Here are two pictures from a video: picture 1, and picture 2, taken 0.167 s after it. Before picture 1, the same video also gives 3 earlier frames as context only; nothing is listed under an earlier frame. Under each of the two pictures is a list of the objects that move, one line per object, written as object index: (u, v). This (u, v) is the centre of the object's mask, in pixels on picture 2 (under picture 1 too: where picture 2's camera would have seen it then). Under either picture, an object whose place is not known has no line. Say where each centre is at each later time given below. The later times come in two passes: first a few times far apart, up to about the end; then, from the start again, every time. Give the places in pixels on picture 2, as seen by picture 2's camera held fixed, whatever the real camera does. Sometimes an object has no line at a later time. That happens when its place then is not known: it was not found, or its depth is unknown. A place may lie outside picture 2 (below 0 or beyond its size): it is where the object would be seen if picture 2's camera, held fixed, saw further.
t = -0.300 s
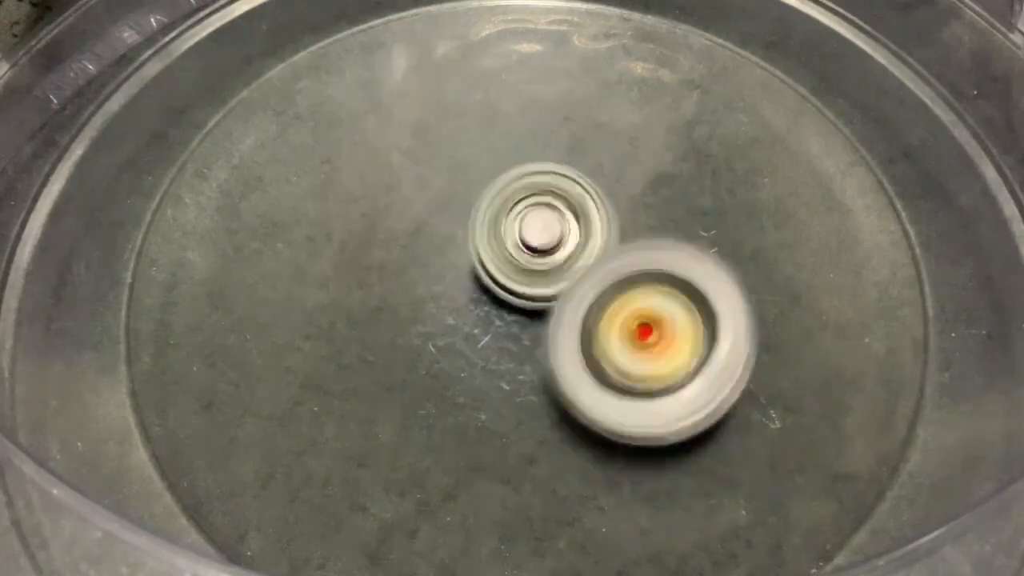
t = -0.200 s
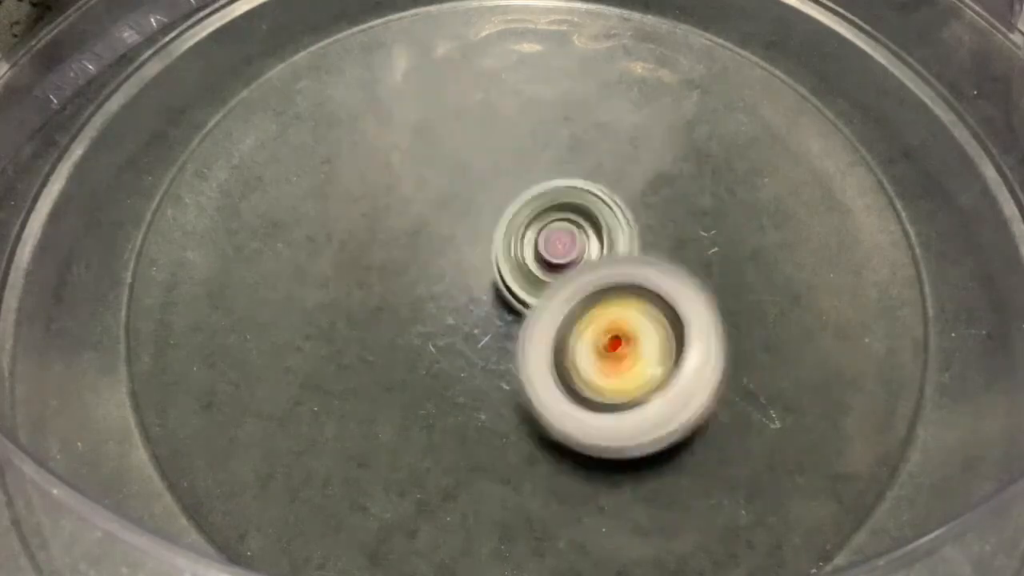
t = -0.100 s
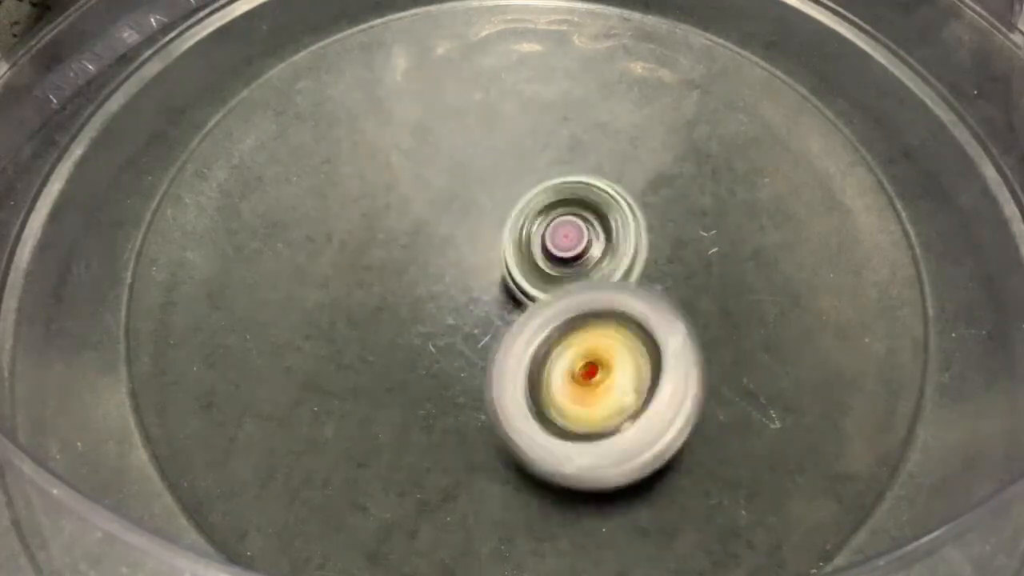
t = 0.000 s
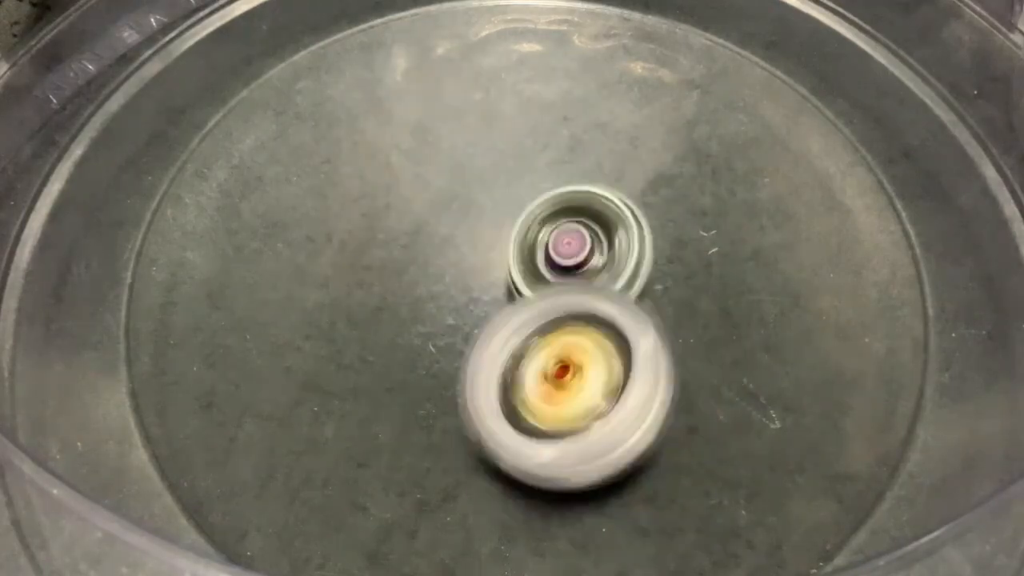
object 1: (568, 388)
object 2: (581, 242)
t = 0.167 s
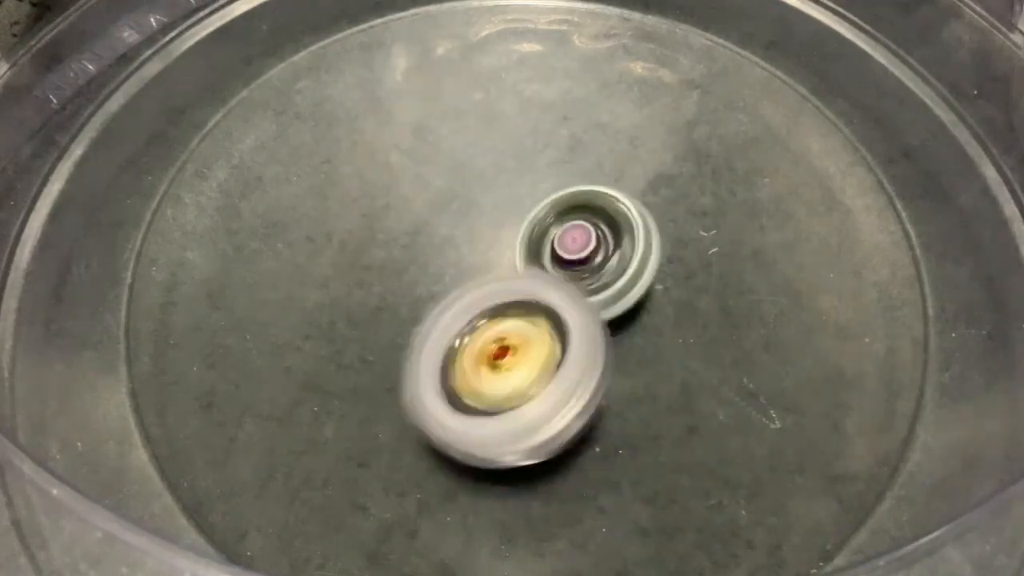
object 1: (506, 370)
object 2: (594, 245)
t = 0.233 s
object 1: (483, 362)
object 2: (592, 250)
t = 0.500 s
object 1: (317, 413)
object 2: (620, 214)
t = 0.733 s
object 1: (436, 393)
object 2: (545, 265)
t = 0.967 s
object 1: (477, 451)
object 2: (553, 211)
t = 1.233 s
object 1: (491, 385)
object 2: (504, 243)
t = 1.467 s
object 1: (455, 384)
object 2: (525, 192)
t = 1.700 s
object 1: (435, 331)
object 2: (540, 202)
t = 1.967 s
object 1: (418, 277)
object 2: (563, 217)
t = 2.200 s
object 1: (415, 214)
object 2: (582, 252)
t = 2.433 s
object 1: (453, 143)
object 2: (592, 290)
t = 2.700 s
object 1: (525, 161)
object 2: (569, 315)
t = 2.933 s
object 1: (596, 174)
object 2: (531, 344)
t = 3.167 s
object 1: (627, 177)
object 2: (473, 338)
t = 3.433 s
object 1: (569, 184)
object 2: (469, 307)
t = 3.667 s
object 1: (629, 193)
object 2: (469, 281)
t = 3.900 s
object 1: (652, 218)
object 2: (497, 270)
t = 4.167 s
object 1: (684, 252)
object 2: (509, 262)
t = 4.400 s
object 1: (720, 278)
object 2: (503, 278)
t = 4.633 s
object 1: (678, 303)
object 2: (504, 295)
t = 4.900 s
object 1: (829, 413)
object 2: (435, 271)
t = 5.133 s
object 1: (717, 462)
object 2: (462, 285)
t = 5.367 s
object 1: (465, 402)
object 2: (482, 266)
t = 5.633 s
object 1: (269, 343)
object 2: (521, 239)
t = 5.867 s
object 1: (340, 253)
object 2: (538, 250)
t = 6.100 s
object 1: (426, 170)
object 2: (602, 276)
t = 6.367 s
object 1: (507, 154)
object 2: (584, 309)
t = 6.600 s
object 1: (486, 130)
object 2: (546, 345)
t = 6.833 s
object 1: (524, 178)
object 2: (515, 319)
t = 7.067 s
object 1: (629, 173)
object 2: (494, 316)
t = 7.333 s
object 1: (661, 278)
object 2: (473, 265)
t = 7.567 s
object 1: (593, 364)
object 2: (496, 247)
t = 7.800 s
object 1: (466, 340)
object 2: (545, 234)
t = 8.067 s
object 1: (401, 253)
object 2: (579, 248)
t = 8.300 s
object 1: (385, 125)
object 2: (760, 309)
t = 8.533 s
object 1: (514, 175)
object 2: (780, 235)
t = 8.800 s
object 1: (512, 306)
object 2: (668, 241)
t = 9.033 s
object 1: (370, 347)
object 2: (562, 276)
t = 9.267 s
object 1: (340, 325)
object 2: (509, 343)
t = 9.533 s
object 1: (486, 209)
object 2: (556, 344)
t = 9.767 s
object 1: (580, 75)
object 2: (543, 304)
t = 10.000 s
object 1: (556, 139)
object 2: (466, 252)
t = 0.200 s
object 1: (493, 368)
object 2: (593, 247)
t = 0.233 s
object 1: (483, 362)
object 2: (592, 250)
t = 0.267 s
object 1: (475, 354)
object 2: (591, 253)
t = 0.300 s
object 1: (464, 350)
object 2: (592, 253)
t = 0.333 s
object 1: (422, 363)
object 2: (606, 239)
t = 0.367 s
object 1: (385, 377)
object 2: (621, 222)
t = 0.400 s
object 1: (358, 387)
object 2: (630, 212)
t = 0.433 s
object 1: (337, 398)
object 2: (632, 208)
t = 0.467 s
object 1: (324, 405)
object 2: (628, 209)
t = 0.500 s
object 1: (317, 413)
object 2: (620, 214)
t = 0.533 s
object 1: (319, 417)
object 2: (610, 221)
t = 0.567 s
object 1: (327, 419)
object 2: (598, 230)
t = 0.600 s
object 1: (341, 420)
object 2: (585, 238)
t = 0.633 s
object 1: (359, 418)
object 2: (572, 247)
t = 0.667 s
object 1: (382, 412)
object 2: (561, 255)
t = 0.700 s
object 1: (408, 403)
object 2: (551, 262)
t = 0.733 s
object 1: (436, 393)
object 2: (545, 265)
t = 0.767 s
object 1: (460, 387)
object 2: (541, 263)
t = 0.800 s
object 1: (462, 403)
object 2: (543, 251)
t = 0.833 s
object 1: (467, 418)
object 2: (551, 231)
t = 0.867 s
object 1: (470, 432)
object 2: (556, 218)
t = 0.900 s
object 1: (472, 442)
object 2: (559, 211)
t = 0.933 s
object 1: (475, 448)
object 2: (558, 209)
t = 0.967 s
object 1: (477, 451)
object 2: (553, 211)
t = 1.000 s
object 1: (479, 451)
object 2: (547, 214)
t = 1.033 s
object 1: (480, 449)
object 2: (540, 218)
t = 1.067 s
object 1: (481, 443)
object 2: (533, 223)
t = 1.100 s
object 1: (482, 436)
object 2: (526, 228)
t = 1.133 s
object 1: (484, 425)
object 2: (519, 234)
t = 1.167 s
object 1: (486, 413)
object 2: (513, 238)
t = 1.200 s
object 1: (488, 399)
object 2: (508, 242)
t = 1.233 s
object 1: (491, 385)
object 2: (504, 243)
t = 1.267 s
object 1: (492, 373)
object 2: (500, 241)
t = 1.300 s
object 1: (481, 387)
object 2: (506, 224)
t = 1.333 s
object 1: (472, 396)
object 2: (513, 205)
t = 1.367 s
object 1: (465, 396)
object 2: (519, 193)
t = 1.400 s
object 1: (460, 394)
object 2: (523, 188)
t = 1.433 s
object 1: (457, 390)
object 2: (524, 188)
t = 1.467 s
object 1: (455, 384)
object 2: (525, 192)
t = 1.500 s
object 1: (453, 376)
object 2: (524, 196)
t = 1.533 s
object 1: (453, 367)
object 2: (522, 201)
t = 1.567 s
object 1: (454, 357)
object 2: (521, 206)
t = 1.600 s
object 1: (457, 346)
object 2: (519, 211)
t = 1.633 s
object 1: (459, 335)
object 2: (520, 213)
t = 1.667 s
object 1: (447, 333)
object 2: (529, 209)
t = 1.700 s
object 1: (435, 331)
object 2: (540, 202)
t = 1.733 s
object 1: (427, 327)
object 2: (550, 199)
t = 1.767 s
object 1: (421, 322)
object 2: (554, 198)
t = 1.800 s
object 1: (419, 315)
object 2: (557, 200)
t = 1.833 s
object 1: (419, 308)
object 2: (557, 204)
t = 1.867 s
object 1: (420, 301)
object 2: (556, 208)
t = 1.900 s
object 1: (424, 293)
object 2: (557, 212)
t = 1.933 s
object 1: (422, 285)
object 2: (559, 215)
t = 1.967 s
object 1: (418, 277)
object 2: (563, 217)
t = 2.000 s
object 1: (415, 270)
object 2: (567, 221)
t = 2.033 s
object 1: (412, 262)
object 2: (570, 225)
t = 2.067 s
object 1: (410, 254)
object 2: (574, 230)
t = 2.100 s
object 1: (410, 245)
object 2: (576, 235)
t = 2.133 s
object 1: (409, 236)
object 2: (580, 240)
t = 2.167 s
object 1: (410, 225)
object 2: (581, 246)
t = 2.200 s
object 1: (415, 214)
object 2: (582, 252)
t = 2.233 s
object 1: (419, 203)
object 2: (583, 257)
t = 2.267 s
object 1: (425, 191)
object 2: (583, 262)
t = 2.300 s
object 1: (432, 182)
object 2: (581, 267)
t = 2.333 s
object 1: (443, 175)
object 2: (580, 271)
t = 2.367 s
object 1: (447, 163)
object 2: (585, 277)
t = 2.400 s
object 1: (449, 152)
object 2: (589, 284)
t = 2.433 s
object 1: (453, 143)
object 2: (592, 290)
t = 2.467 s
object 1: (456, 137)
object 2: (591, 294)
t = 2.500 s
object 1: (463, 134)
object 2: (589, 297)
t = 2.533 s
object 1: (471, 133)
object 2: (586, 299)
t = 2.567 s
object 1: (479, 135)
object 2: (582, 300)
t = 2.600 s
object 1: (487, 140)
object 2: (578, 301)
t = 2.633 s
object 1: (499, 149)
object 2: (574, 302)
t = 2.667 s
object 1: (515, 159)
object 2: (570, 305)
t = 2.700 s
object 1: (525, 161)
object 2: (569, 315)
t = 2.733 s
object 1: (536, 166)
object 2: (564, 323)
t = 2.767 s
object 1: (551, 172)
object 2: (559, 330)
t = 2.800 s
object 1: (564, 167)
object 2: (552, 341)
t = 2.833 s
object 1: (576, 165)
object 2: (546, 347)
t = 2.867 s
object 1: (584, 166)
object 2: (540, 349)
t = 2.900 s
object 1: (592, 168)
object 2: (535, 347)
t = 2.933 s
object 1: (596, 174)
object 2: (531, 344)
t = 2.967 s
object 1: (598, 183)
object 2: (527, 342)
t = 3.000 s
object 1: (599, 193)
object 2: (524, 338)
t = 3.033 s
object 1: (601, 202)
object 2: (515, 339)
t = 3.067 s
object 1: (614, 195)
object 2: (497, 343)
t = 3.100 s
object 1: (623, 188)
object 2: (485, 344)
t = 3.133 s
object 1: (627, 182)
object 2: (477, 342)
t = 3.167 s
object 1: (627, 177)
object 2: (473, 338)
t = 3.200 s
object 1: (624, 171)
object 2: (471, 334)
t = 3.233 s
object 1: (618, 170)
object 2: (471, 330)
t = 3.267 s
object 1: (608, 169)
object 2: (473, 324)
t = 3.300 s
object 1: (597, 170)
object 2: (475, 320)
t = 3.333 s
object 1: (584, 175)
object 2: (476, 314)
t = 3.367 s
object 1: (569, 182)
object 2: (478, 309)
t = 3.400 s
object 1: (565, 182)
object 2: (475, 307)
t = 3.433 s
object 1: (569, 184)
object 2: (469, 307)
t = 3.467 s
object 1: (574, 186)
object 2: (465, 304)
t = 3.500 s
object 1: (578, 189)
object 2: (464, 299)
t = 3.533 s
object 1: (582, 192)
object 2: (465, 295)
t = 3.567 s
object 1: (588, 196)
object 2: (467, 290)
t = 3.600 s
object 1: (603, 194)
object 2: (465, 287)
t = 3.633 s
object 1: (617, 193)
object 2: (465, 284)
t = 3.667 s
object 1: (629, 193)
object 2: (469, 281)
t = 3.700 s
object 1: (639, 195)
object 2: (475, 278)
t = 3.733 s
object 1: (645, 198)
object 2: (482, 276)
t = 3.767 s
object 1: (648, 203)
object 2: (489, 272)
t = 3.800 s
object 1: (647, 209)
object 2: (494, 271)
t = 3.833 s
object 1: (647, 213)
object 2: (496, 271)
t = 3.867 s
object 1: (649, 216)
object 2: (496, 271)
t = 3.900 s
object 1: (652, 218)
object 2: (497, 270)
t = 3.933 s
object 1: (653, 220)
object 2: (499, 270)
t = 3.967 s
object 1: (657, 224)
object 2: (500, 268)
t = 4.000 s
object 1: (661, 227)
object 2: (502, 266)
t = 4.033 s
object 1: (667, 231)
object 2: (503, 264)
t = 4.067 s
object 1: (669, 236)
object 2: (505, 263)
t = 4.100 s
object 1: (671, 240)
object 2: (508, 263)
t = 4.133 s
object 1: (678, 246)
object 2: (508, 262)
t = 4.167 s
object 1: (684, 252)
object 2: (509, 262)
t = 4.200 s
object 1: (686, 257)
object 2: (512, 263)
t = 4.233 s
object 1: (683, 262)
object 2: (515, 265)
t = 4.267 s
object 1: (693, 267)
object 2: (510, 265)
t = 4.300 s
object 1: (707, 271)
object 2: (500, 266)
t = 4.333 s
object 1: (716, 274)
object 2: (497, 269)
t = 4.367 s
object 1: (721, 276)
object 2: (499, 273)
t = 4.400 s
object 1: (720, 278)
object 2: (503, 278)
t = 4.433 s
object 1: (716, 280)
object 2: (508, 282)
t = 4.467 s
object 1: (707, 282)
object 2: (514, 286)
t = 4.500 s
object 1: (696, 285)
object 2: (518, 289)
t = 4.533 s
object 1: (692, 289)
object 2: (515, 291)
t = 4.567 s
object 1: (687, 293)
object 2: (511, 292)
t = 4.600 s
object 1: (684, 298)
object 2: (506, 294)
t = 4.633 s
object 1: (678, 303)
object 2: (504, 295)
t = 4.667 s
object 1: (697, 317)
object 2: (485, 290)
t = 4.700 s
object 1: (728, 334)
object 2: (460, 280)
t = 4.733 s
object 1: (755, 347)
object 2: (442, 271)
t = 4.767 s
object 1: (780, 361)
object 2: (431, 266)
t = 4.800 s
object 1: (798, 373)
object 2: (429, 264)
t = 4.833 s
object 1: (815, 387)
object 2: (430, 266)
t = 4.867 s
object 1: (824, 400)
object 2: (432, 268)
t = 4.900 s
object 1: (829, 413)
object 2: (435, 271)
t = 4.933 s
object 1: (830, 426)
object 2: (439, 274)
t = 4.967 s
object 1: (825, 436)
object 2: (443, 276)
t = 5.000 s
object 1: (812, 445)
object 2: (447, 279)
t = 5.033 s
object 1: (795, 452)
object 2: (452, 281)
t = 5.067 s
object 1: (772, 457)
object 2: (455, 283)
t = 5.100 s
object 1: (747, 461)
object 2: (459, 284)
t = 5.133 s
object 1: (717, 462)
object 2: (462, 285)
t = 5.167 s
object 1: (683, 461)
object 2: (465, 285)
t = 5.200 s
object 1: (647, 456)
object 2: (468, 285)
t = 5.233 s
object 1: (611, 450)
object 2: (470, 284)
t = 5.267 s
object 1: (576, 440)
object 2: (473, 283)
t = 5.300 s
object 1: (537, 429)
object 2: (475, 281)
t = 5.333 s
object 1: (502, 419)
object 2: (478, 278)
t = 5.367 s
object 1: (465, 402)
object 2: (482, 266)
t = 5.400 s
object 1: (433, 393)
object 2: (488, 263)
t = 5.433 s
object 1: (396, 390)
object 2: (497, 252)
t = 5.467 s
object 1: (366, 388)
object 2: (503, 242)
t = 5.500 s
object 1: (337, 383)
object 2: (509, 237)
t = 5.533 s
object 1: (315, 374)
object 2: (512, 235)
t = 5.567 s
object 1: (295, 366)
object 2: (515, 236)
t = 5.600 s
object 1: (279, 355)
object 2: (518, 237)
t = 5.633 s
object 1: (269, 343)
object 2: (521, 239)
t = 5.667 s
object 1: (266, 330)
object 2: (523, 241)
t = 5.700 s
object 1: (267, 318)
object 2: (526, 242)
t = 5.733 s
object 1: (274, 306)
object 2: (529, 243)
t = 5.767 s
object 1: (286, 292)
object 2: (532, 245)
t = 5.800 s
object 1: (300, 279)
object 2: (533, 246)
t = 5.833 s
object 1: (318, 266)
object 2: (536, 248)
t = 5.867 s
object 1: (340, 253)
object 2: (538, 250)
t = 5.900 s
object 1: (366, 242)
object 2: (541, 253)
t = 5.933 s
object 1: (382, 224)
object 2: (556, 256)
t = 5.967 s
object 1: (382, 211)
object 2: (577, 261)
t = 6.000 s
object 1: (392, 199)
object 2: (590, 266)
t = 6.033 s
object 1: (402, 185)
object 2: (598, 269)
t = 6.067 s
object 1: (413, 177)
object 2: (601, 273)
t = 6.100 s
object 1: (426, 170)
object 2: (602, 276)
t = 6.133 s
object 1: (445, 165)
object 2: (600, 279)
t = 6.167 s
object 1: (462, 162)
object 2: (598, 281)
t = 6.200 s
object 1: (480, 162)
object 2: (595, 282)
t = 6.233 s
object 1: (488, 159)
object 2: (596, 290)
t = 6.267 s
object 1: (494, 153)
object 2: (596, 298)
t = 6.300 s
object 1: (500, 148)
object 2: (594, 304)
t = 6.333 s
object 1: (504, 149)
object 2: (589, 308)
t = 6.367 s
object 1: (507, 154)
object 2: (584, 309)
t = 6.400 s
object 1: (509, 161)
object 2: (577, 309)
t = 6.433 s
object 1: (511, 167)
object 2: (572, 314)
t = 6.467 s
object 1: (507, 155)
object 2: (569, 329)
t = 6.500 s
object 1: (503, 144)
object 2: (564, 340)
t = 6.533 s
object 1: (496, 136)
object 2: (559, 345)
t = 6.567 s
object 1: (490, 131)
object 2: (553, 346)
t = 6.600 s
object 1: (486, 130)
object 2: (546, 345)
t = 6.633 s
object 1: (486, 129)
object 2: (541, 343)
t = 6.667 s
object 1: (485, 133)
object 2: (537, 339)
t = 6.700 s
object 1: (491, 139)
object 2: (532, 335)
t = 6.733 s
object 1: (493, 148)
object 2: (528, 331)
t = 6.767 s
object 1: (504, 156)
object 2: (524, 326)
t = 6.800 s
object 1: (512, 168)
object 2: (519, 321)
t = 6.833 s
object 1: (524, 178)
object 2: (515, 319)
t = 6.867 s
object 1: (539, 172)
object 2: (508, 328)
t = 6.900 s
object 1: (557, 165)
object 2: (501, 335)
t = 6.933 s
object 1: (573, 160)
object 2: (498, 335)
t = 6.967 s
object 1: (591, 157)
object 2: (494, 332)
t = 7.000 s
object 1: (606, 161)
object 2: (492, 326)
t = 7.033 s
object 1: (619, 165)
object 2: (492, 322)
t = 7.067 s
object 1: (629, 173)
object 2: (494, 316)
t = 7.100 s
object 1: (637, 181)
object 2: (497, 309)
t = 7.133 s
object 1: (641, 193)
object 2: (497, 302)
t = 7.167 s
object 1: (645, 205)
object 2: (497, 297)
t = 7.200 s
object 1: (644, 220)
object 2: (497, 290)
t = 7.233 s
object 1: (651, 234)
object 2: (494, 280)
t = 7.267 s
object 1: (659, 251)
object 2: (484, 274)
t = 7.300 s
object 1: (662, 263)
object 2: (474, 270)
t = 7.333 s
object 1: (661, 278)
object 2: (473, 265)
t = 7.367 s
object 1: (660, 293)
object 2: (475, 261)
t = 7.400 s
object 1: (653, 307)
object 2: (477, 256)
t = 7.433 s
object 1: (644, 318)
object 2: (481, 255)
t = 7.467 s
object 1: (636, 326)
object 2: (487, 254)
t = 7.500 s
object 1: (623, 342)
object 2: (491, 252)
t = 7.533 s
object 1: (610, 355)
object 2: (494, 249)
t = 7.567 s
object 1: (593, 364)
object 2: (496, 247)
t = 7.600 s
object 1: (575, 367)
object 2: (501, 241)
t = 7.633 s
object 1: (560, 368)
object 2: (506, 237)
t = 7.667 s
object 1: (543, 367)
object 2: (512, 232)
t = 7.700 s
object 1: (522, 365)
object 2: (520, 228)
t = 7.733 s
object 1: (502, 360)
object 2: (528, 226)
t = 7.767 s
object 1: (483, 350)
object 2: (538, 229)
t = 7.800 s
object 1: (466, 340)
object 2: (545, 234)
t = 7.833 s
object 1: (443, 331)
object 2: (550, 234)
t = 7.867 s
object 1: (429, 323)
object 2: (555, 236)
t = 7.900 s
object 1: (418, 315)
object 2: (561, 235)
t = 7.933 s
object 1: (410, 307)
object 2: (563, 235)
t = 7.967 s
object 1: (404, 295)
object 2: (568, 238)
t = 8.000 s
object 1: (401, 278)
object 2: (573, 240)
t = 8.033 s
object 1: (400, 266)
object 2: (576, 243)
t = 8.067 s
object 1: (401, 253)
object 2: (579, 248)
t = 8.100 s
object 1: (404, 243)
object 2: (580, 252)
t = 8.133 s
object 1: (411, 230)
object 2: (580, 255)
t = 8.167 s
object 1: (408, 207)
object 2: (598, 264)
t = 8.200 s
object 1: (388, 179)
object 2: (644, 281)
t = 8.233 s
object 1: (371, 153)
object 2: (687, 292)
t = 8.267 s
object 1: (376, 133)
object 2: (725, 305)
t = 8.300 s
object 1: (385, 125)
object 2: (760, 309)
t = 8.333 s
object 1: (397, 125)
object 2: (789, 311)
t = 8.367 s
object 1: (414, 126)
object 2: (812, 304)
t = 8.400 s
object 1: (426, 129)
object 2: (823, 292)
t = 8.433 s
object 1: (444, 135)
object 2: (825, 278)
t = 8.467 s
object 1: (467, 144)
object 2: (817, 261)
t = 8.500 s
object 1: (487, 158)
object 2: (801, 247)
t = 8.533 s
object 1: (514, 175)
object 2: (780, 235)
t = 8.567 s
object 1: (542, 194)
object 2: (757, 226)
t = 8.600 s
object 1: (566, 214)
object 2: (731, 221)
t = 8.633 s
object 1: (568, 235)
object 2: (724, 219)
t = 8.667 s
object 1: (555, 249)
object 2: (717, 221)
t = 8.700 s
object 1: (540, 265)
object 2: (711, 226)
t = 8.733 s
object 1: (533, 278)
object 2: (699, 229)
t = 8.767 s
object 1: (520, 299)
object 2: (685, 234)
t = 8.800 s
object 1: (512, 306)
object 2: (668, 241)
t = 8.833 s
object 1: (503, 318)
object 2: (651, 246)
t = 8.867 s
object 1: (493, 323)
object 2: (631, 253)
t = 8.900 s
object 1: (475, 328)
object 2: (611, 260)
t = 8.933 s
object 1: (451, 330)
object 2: (593, 264)
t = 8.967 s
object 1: (422, 338)
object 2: (582, 268)
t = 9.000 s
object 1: (390, 345)
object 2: (570, 271)
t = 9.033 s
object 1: (370, 347)
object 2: (562, 276)
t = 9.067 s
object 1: (349, 354)
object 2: (550, 283)
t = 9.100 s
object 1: (338, 348)
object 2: (538, 290)
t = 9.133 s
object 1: (332, 348)
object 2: (528, 302)
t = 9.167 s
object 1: (335, 342)
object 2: (517, 313)
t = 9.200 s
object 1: (339, 340)
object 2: (510, 322)
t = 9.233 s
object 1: (343, 338)
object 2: (507, 333)
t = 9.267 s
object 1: (340, 325)
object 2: (509, 343)
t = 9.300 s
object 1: (346, 317)
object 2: (512, 351)
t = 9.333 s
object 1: (363, 305)
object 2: (525, 357)
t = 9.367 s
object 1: (371, 294)
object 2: (533, 360)
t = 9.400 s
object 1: (383, 278)
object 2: (538, 359)
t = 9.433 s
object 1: (407, 264)
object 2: (544, 354)
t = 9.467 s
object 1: (429, 246)
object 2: (550, 349)
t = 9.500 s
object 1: (461, 231)
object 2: (552, 345)
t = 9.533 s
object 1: (486, 209)
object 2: (556, 344)
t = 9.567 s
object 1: (517, 179)
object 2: (559, 345)
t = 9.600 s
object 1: (543, 155)
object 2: (562, 345)
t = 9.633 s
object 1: (558, 136)
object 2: (563, 341)
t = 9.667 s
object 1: (577, 108)
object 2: (562, 334)
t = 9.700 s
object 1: (582, 89)
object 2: (560, 326)
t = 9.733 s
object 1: (581, 79)
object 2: (553, 316)
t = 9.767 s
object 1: (580, 75)
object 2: (543, 304)
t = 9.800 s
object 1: (577, 77)
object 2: (533, 291)
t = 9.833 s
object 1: (572, 81)
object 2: (516, 275)
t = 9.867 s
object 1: (568, 87)
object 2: (504, 266)
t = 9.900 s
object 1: (564, 96)
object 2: (491, 259)
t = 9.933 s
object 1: (559, 107)
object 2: (480, 254)
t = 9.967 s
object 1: (554, 119)
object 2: (471, 250)
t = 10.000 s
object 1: (556, 139)
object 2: (466, 252)
